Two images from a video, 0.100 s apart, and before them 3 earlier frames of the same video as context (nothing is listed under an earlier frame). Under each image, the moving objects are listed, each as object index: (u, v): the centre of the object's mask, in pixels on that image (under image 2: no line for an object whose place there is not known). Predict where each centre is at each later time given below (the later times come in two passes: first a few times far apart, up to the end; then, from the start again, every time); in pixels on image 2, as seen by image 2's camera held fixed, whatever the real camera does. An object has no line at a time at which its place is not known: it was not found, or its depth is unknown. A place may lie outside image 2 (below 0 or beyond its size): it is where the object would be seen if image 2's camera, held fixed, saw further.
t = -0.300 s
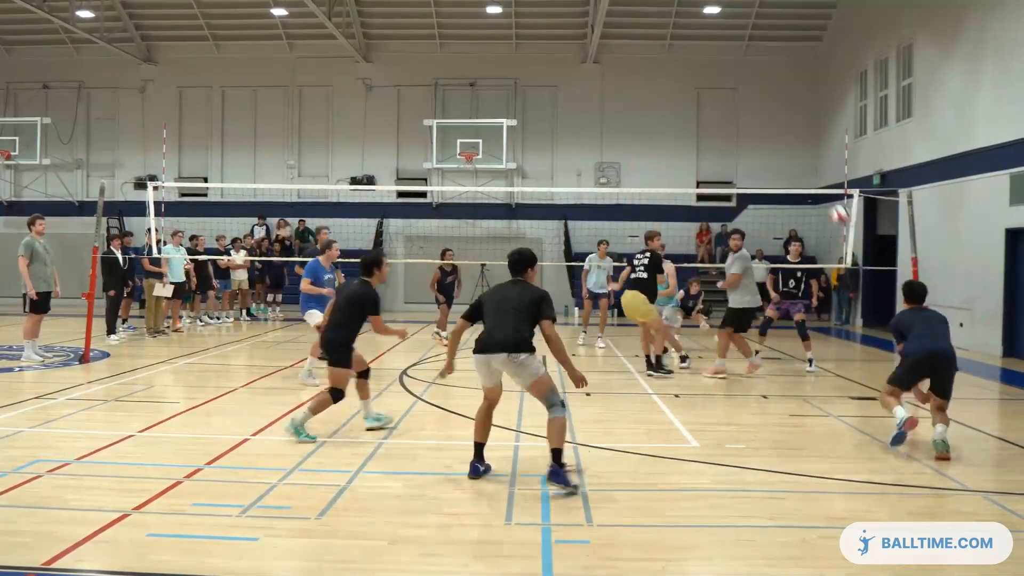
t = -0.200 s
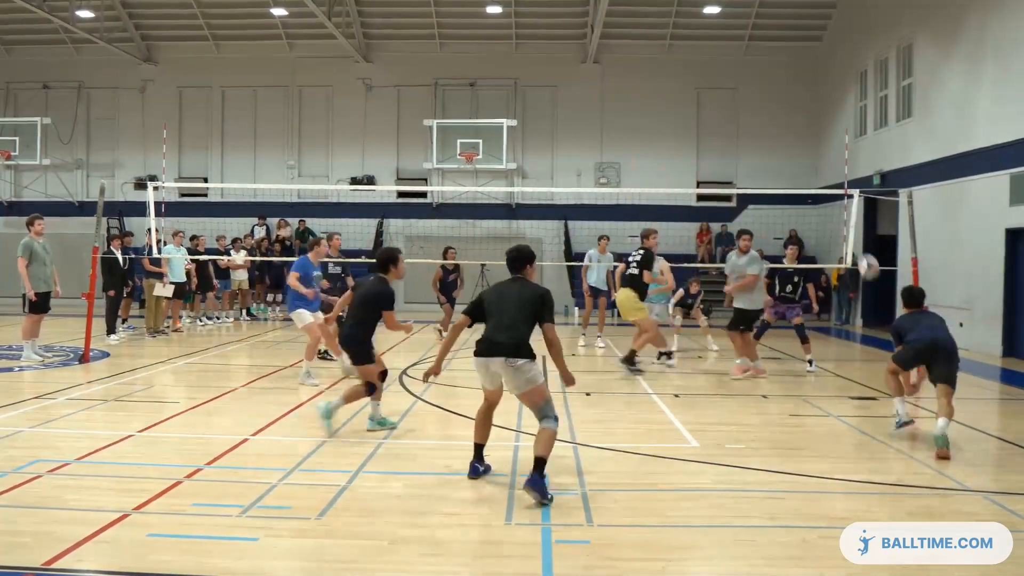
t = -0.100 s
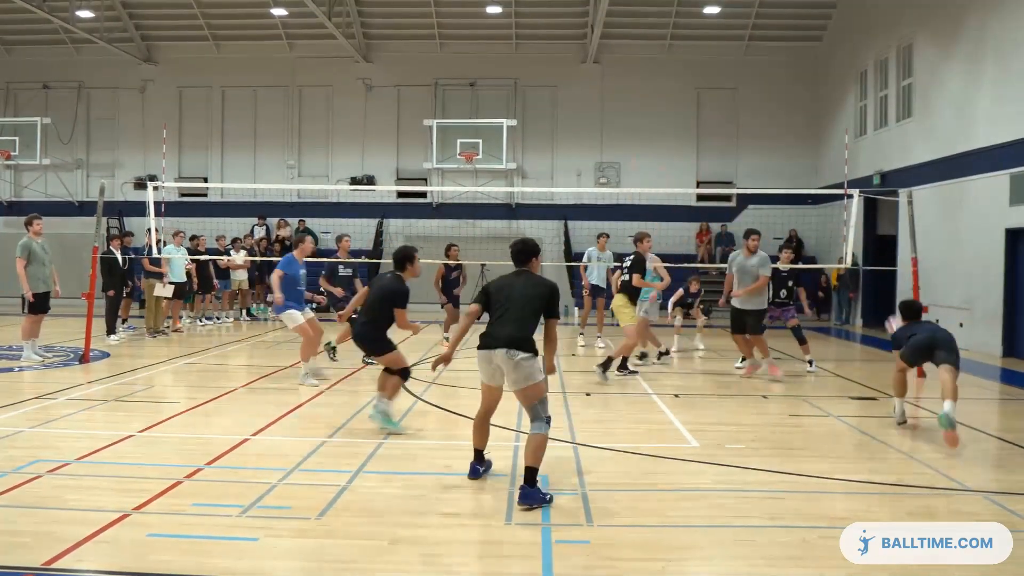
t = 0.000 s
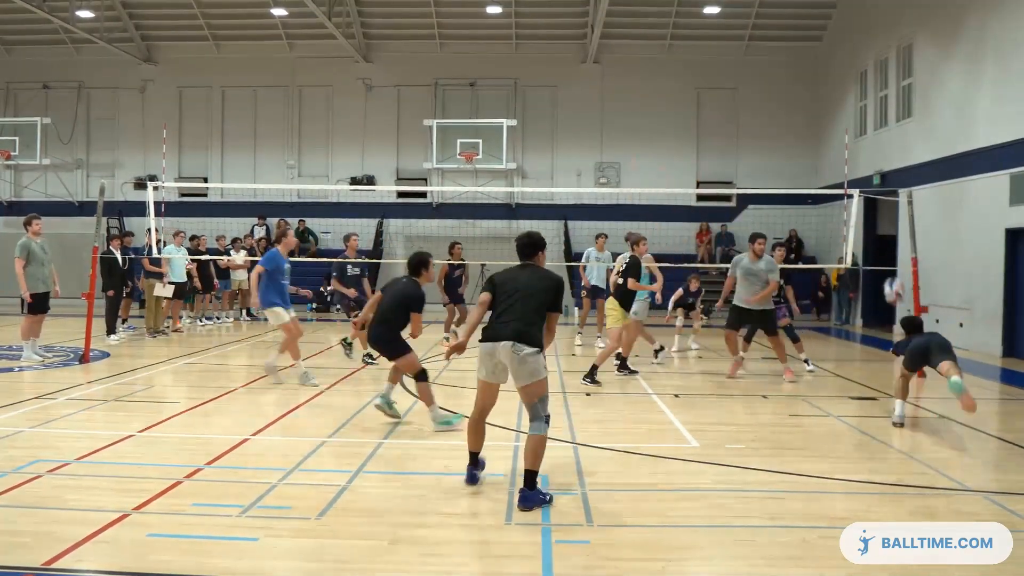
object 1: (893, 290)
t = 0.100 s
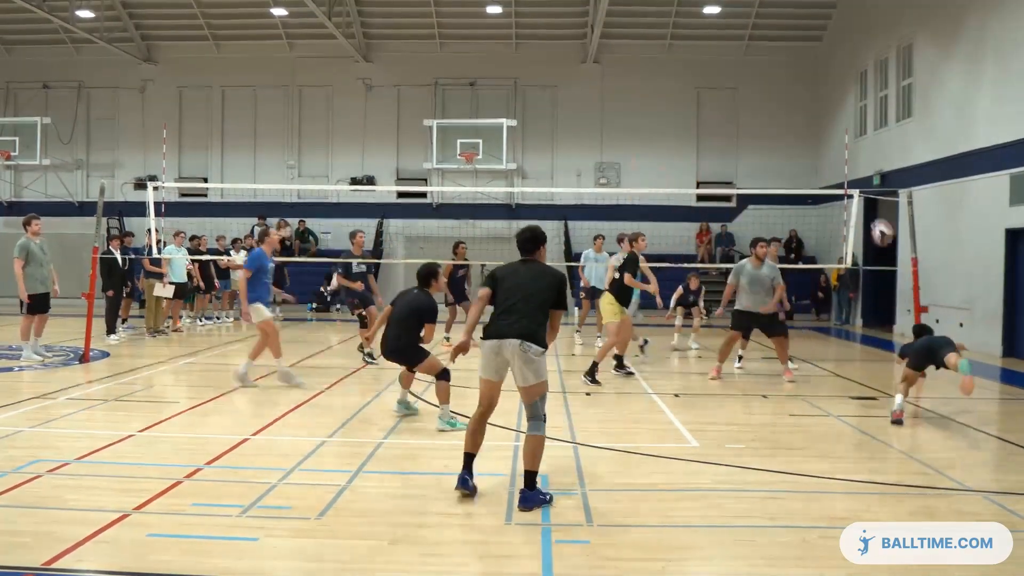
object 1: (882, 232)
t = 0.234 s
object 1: (865, 172)
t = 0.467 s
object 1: (836, 107)
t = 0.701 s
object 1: (810, 93)
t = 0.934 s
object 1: (783, 126)
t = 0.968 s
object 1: (779, 134)
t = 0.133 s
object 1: (877, 215)
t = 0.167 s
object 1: (873, 200)
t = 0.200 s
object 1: (869, 184)
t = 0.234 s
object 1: (865, 172)
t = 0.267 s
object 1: (861, 158)
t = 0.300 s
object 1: (856, 147)
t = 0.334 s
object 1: (853, 137)
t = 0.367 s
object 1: (848, 127)
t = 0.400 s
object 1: (844, 120)
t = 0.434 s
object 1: (840, 112)
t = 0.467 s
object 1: (836, 107)
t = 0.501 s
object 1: (832, 102)
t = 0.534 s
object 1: (828, 98)
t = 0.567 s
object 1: (824, 96)
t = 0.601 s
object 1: (821, 93)
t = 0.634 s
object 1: (817, 92)
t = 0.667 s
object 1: (813, 93)
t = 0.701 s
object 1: (810, 93)
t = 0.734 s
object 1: (805, 96)
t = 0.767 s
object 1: (801, 98)
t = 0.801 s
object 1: (798, 102)
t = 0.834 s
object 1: (794, 107)
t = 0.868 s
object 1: (790, 112)
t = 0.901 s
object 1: (787, 118)
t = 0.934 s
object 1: (783, 126)
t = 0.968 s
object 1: (779, 134)
